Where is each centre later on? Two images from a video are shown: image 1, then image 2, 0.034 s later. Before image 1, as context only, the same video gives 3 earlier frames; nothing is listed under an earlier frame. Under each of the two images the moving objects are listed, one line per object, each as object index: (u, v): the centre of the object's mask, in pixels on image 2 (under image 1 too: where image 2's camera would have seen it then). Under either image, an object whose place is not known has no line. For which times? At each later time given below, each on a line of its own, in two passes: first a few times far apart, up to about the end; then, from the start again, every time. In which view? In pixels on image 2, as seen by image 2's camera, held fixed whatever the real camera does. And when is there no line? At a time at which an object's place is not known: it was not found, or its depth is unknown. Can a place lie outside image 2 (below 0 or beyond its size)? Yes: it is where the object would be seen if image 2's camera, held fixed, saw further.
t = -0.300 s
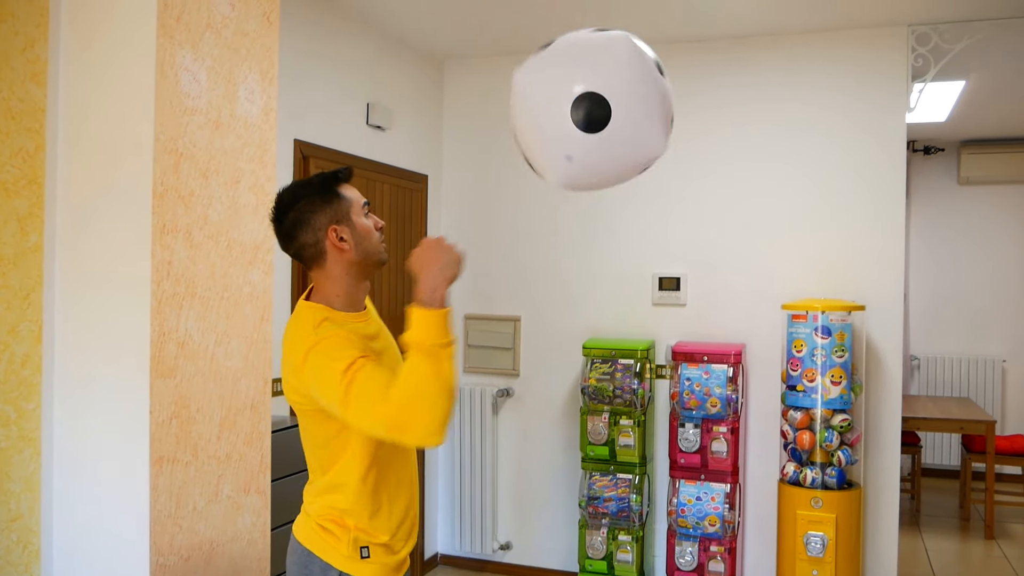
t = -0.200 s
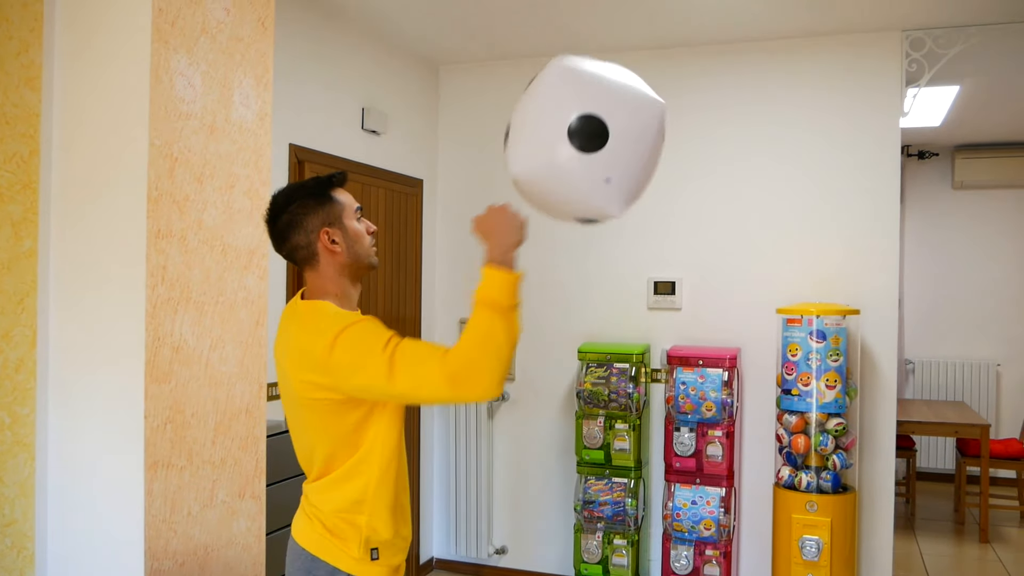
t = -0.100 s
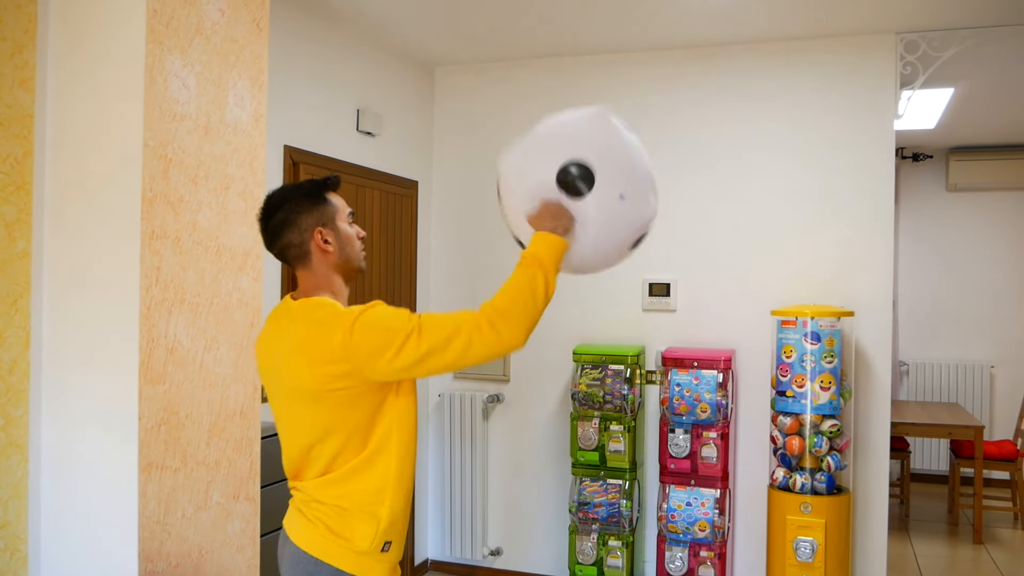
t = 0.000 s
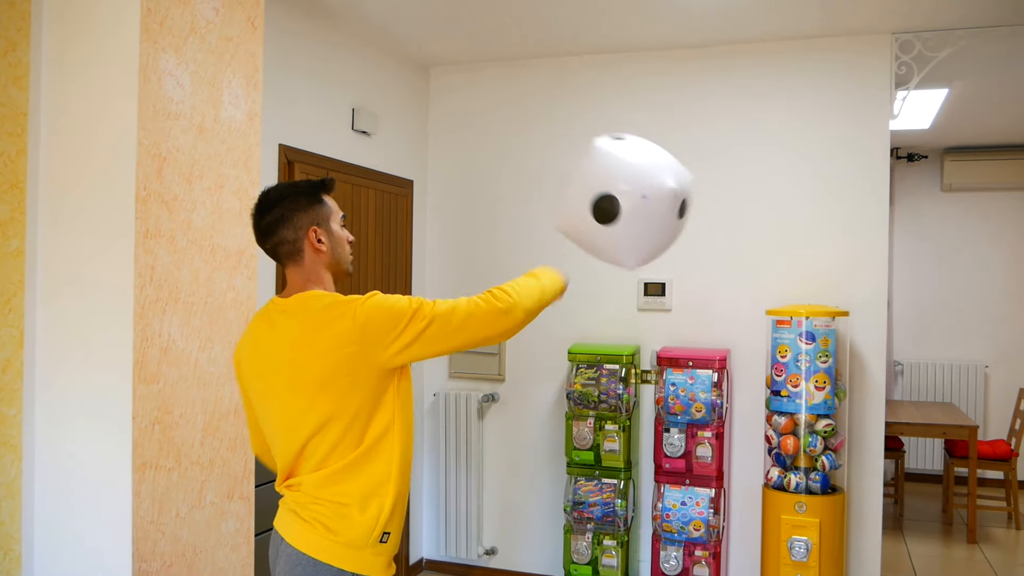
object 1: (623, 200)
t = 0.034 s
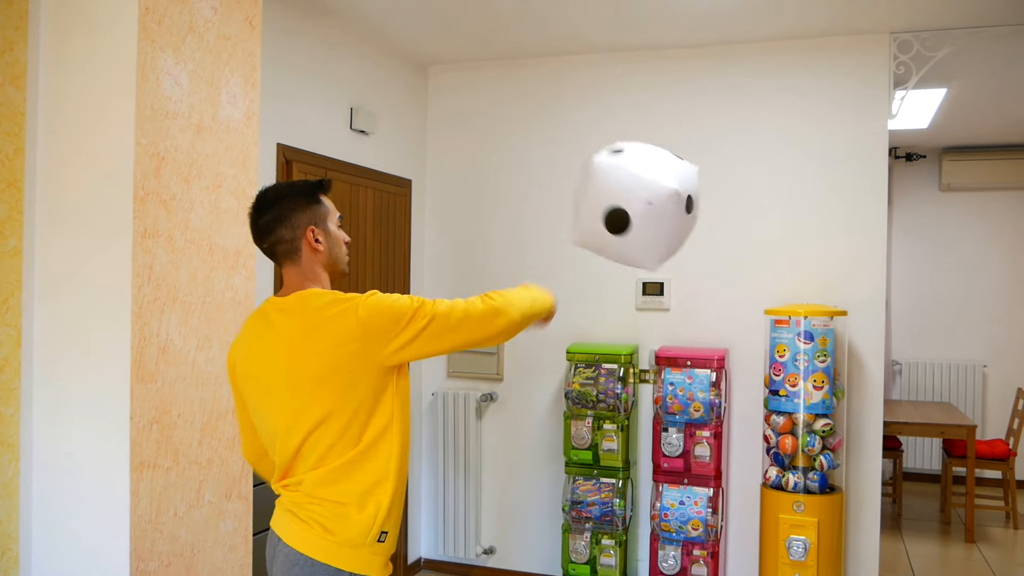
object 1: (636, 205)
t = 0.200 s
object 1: (684, 241)
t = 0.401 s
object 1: (707, 308)
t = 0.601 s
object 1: (689, 283)
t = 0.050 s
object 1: (643, 207)
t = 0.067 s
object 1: (649, 210)
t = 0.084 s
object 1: (655, 214)
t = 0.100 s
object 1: (660, 217)
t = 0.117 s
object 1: (665, 221)
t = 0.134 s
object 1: (669, 225)
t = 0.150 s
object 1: (673, 229)
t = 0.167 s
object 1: (677, 233)
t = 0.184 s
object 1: (681, 237)
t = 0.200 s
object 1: (684, 241)
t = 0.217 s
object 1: (687, 246)
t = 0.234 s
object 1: (690, 250)
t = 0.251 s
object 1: (693, 255)
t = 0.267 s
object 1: (696, 260)
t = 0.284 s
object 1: (698, 266)
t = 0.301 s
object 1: (701, 271)
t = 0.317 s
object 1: (703, 277)
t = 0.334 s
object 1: (705, 283)
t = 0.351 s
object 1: (708, 289)
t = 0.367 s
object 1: (709, 293)
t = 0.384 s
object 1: (708, 300)
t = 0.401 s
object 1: (707, 308)
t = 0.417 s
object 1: (706, 313)
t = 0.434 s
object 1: (705, 310)
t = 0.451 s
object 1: (702, 306)
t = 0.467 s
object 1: (701, 302)
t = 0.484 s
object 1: (699, 298)
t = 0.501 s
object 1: (698, 295)
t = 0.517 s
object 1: (697, 292)
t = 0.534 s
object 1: (696, 290)
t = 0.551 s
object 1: (694, 287)
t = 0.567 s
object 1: (692, 285)
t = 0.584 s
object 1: (691, 284)
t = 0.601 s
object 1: (689, 283)
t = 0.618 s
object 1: (688, 282)
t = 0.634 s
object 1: (686, 282)
